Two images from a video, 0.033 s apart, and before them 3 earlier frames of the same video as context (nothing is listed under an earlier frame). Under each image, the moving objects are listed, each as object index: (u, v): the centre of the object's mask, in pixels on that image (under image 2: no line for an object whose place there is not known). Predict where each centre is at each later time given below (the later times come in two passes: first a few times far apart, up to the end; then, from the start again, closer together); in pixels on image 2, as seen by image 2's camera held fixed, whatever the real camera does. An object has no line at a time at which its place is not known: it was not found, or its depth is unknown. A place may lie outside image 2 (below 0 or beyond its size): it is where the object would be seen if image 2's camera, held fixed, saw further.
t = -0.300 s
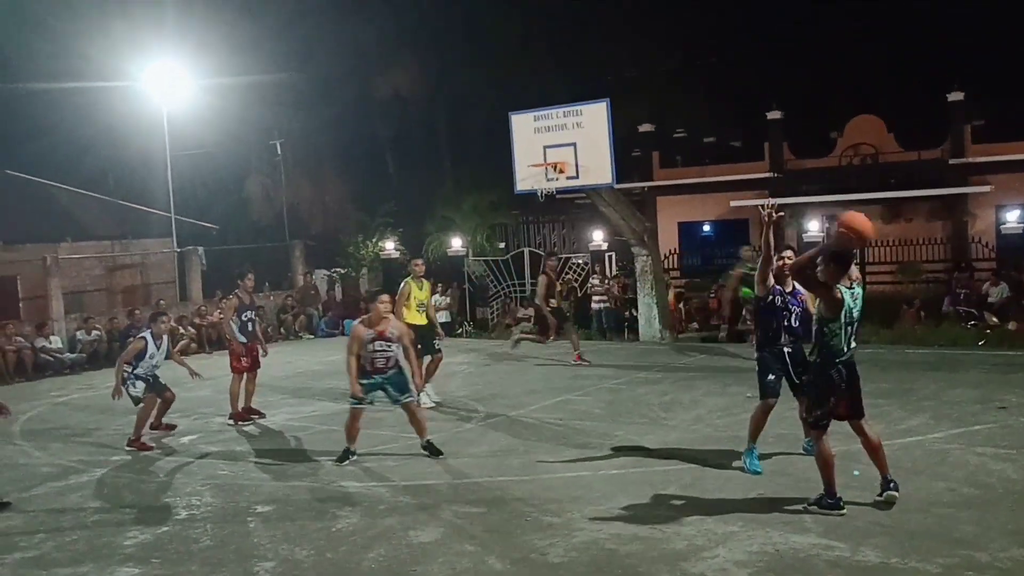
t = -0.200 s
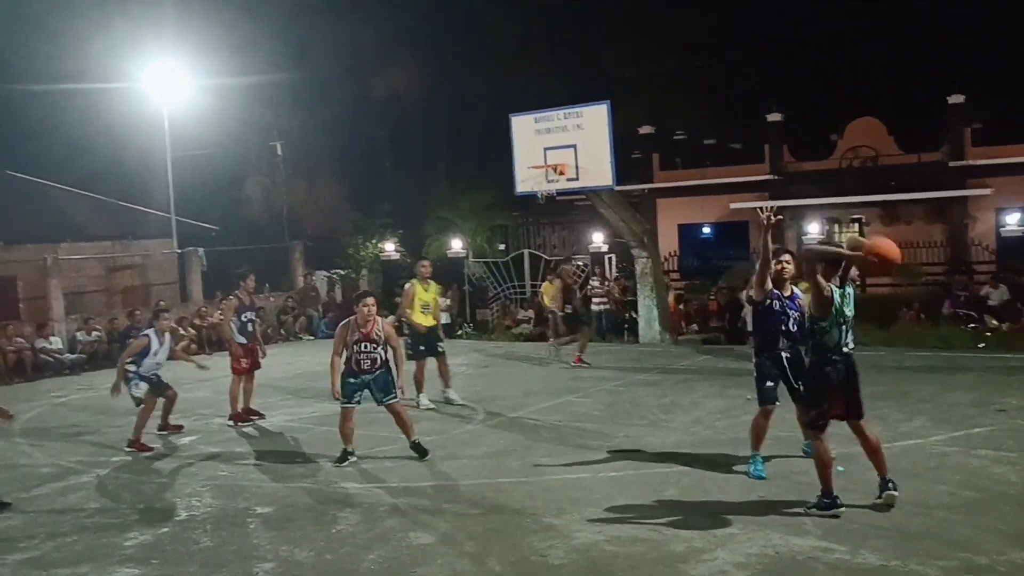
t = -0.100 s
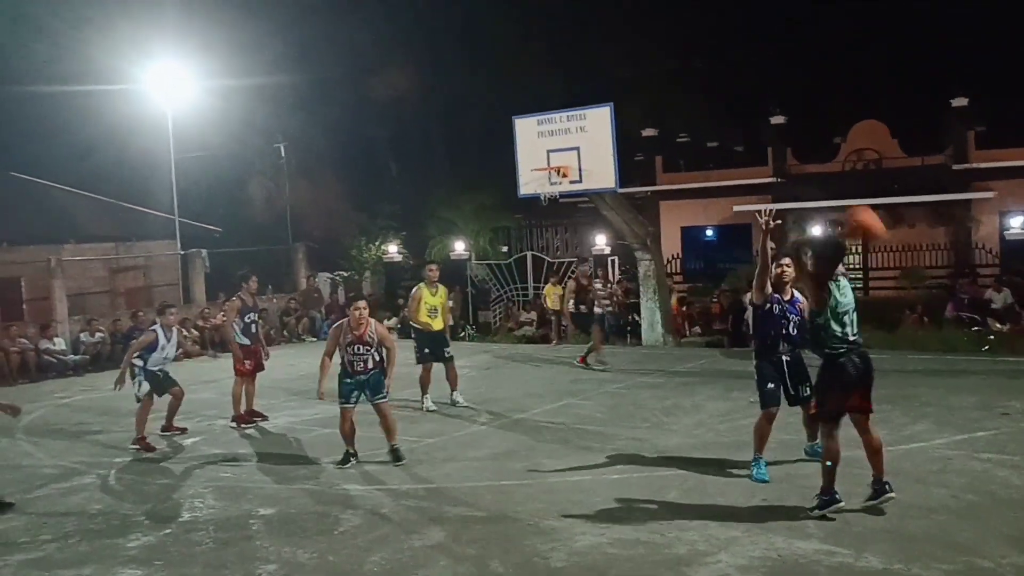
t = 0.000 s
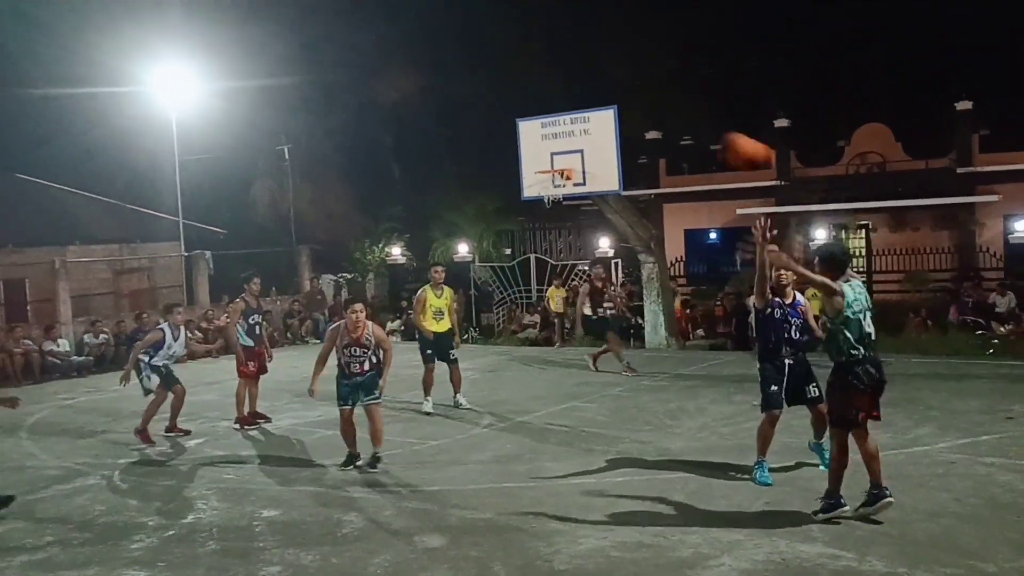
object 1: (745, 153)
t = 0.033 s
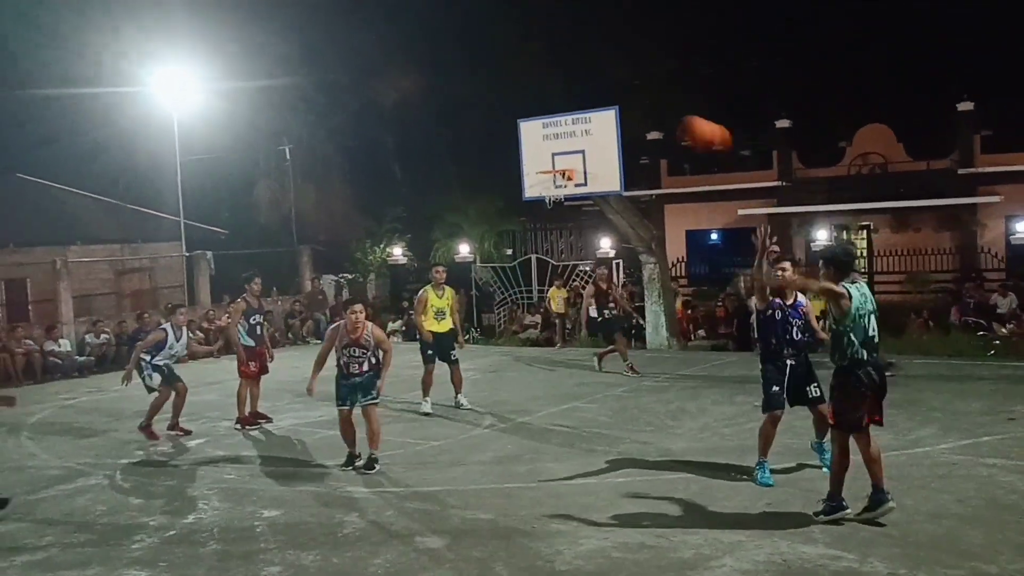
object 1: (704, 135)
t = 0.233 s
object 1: (496, 74)
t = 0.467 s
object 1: (326, 73)
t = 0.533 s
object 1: (290, 82)
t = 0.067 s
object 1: (663, 120)
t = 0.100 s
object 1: (628, 105)
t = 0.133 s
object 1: (590, 95)
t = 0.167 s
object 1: (557, 86)
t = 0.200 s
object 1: (526, 78)
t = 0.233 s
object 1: (496, 74)
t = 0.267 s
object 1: (468, 70)
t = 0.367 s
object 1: (391, 66)
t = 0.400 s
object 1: (368, 67)
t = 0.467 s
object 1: (326, 73)
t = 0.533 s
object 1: (290, 82)
